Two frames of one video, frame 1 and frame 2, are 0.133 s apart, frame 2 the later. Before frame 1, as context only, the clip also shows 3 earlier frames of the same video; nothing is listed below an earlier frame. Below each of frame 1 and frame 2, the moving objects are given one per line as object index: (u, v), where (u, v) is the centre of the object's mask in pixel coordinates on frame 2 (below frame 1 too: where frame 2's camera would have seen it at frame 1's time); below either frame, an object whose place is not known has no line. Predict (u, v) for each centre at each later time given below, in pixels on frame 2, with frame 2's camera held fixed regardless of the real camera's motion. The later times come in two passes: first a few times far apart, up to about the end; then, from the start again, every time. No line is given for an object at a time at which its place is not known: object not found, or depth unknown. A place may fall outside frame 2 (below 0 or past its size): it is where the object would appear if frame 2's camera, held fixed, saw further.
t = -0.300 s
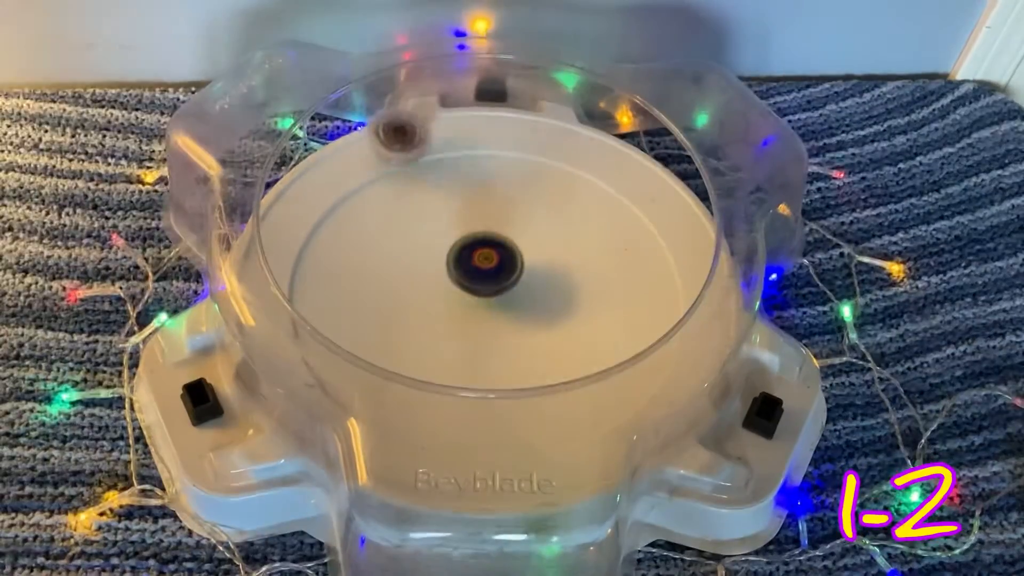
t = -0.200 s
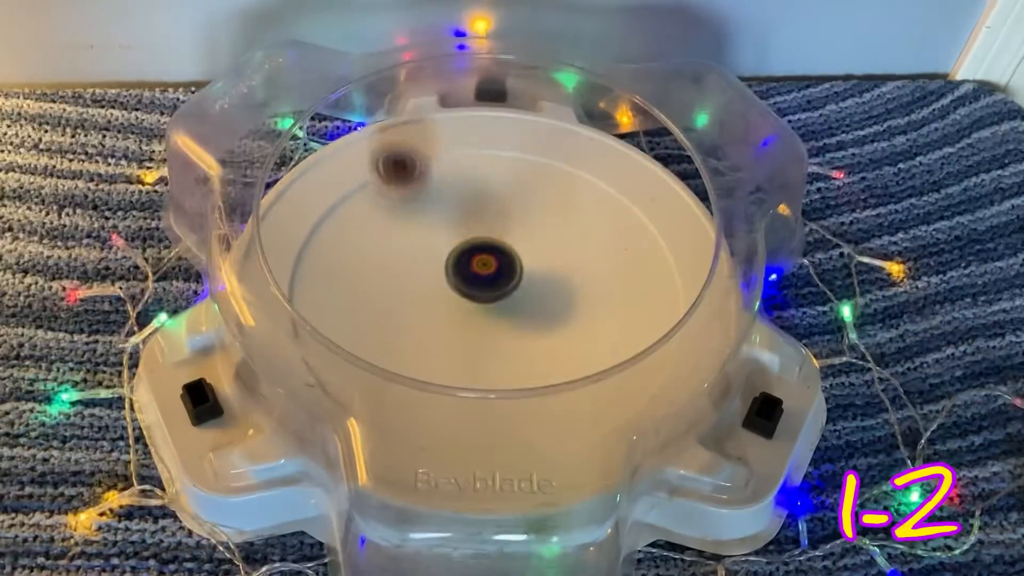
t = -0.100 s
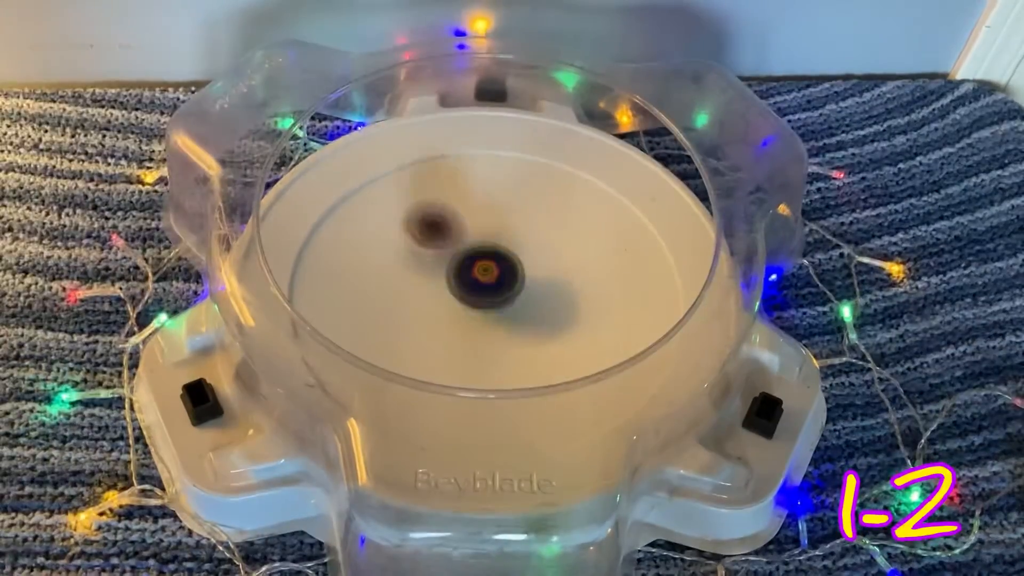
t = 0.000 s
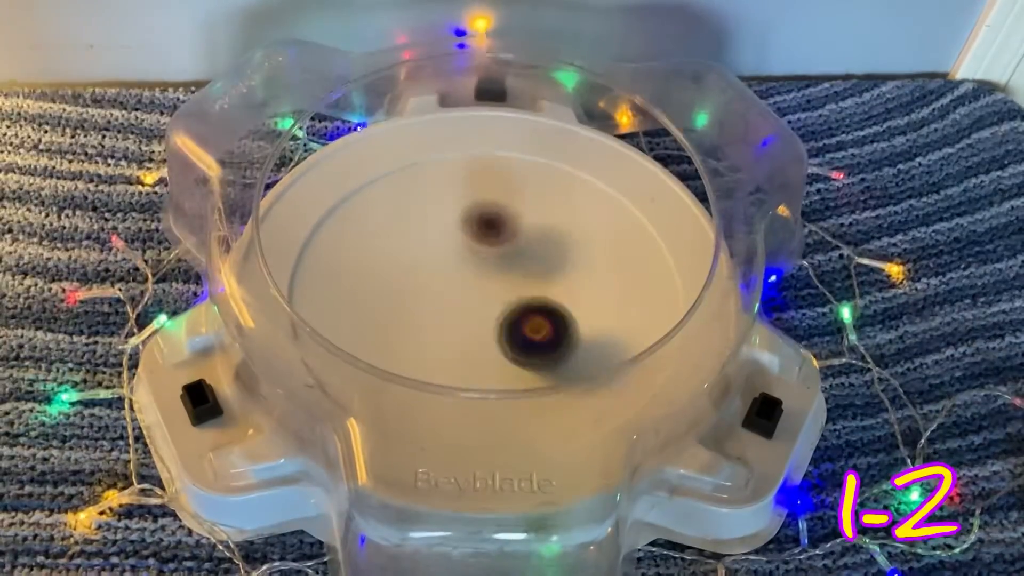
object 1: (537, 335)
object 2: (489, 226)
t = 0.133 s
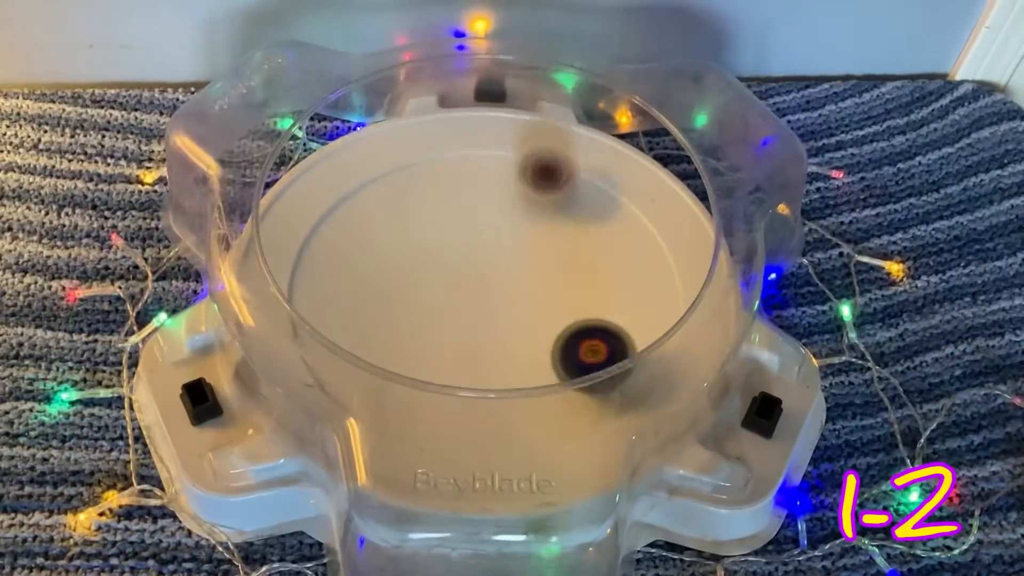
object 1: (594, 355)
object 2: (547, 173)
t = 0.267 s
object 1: (616, 336)
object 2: (475, 151)
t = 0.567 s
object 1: (630, 316)
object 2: (494, 275)
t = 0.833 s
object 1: (605, 298)
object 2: (468, 241)
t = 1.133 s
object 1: (540, 307)
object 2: (453, 309)
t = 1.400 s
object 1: (584, 316)
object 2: (457, 256)
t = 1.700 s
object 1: (546, 330)
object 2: (468, 289)
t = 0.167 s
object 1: (603, 354)
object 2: (549, 155)
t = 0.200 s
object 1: (607, 343)
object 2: (536, 142)
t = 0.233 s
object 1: (612, 340)
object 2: (504, 143)
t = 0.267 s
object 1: (616, 336)
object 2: (475, 151)
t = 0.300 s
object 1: (618, 334)
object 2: (453, 155)
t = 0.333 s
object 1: (618, 328)
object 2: (436, 163)
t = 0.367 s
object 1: (617, 323)
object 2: (427, 179)
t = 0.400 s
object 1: (612, 319)
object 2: (425, 198)
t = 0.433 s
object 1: (605, 315)
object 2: (432, 224)
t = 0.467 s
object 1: (597, 310)
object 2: (448, 250)
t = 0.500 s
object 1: (588, 307)
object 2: (474, 276)
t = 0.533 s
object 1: (582, 303)
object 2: (503, 285)
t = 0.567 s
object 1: (630, 316)
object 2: (494, 275)
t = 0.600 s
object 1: (674, 321)
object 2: (482, 272)
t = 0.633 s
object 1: (708, 321)
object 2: (482, 261)
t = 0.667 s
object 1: (703, 325)
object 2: (484, 257)
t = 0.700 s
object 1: (690, 323)
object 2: (487, 252)
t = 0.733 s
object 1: (669, 315)
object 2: (487, 246)
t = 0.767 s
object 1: (651, 310)
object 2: (484, 241)
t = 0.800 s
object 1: (630, 306)
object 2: (476, 240)
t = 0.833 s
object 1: (605, 298)
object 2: (468, 241)
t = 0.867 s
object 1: (583, 289)
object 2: (462, 246)
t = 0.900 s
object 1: (560, 281)
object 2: (462, 256)
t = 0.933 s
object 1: (541, 275)
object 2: (462, 261)
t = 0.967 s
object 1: (547, 281)
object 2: (442, 263)
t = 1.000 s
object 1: (550, 288)
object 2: (428, 270)
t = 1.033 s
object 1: (549, 292)
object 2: (422, 276)
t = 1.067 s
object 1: (547, 298)
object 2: (424, 288)
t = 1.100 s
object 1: (544, 301)
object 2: (434, 299)
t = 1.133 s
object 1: (540, 307)
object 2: (453, 309)
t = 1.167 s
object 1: (549, 311)
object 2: (463, 312)
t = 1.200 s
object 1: (565, 315)
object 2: (467, 311)
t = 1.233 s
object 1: (578, 315)
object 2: (473, 304)
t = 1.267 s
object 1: (585, 316)
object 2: (478, 297)
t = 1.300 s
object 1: (588, 316)
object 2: (479, 286)
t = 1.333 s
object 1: (588, 315)
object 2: (475, 276)
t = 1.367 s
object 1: (586, 316)
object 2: (468, 264)
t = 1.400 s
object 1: (584, 316)
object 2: (457, 256)
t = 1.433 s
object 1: (580, 317)
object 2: (444, 252)
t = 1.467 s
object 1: (575, 318)
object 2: (432, 252)
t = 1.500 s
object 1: (570, 319)
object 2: (420, 257)
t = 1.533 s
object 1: (565, 320)
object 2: (415, 265)
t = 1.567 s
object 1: (559, 320)
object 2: (416, 276)
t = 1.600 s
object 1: (553, 320)
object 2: (426, 287)
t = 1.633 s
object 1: (547, 321)
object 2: (441, 296)
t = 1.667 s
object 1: (540, 321)
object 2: (460, 301)
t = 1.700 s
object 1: (546, 330)
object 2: (468, 289)
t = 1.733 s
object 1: (562, 347)
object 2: (465, 270)
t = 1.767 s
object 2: (459, 250)
